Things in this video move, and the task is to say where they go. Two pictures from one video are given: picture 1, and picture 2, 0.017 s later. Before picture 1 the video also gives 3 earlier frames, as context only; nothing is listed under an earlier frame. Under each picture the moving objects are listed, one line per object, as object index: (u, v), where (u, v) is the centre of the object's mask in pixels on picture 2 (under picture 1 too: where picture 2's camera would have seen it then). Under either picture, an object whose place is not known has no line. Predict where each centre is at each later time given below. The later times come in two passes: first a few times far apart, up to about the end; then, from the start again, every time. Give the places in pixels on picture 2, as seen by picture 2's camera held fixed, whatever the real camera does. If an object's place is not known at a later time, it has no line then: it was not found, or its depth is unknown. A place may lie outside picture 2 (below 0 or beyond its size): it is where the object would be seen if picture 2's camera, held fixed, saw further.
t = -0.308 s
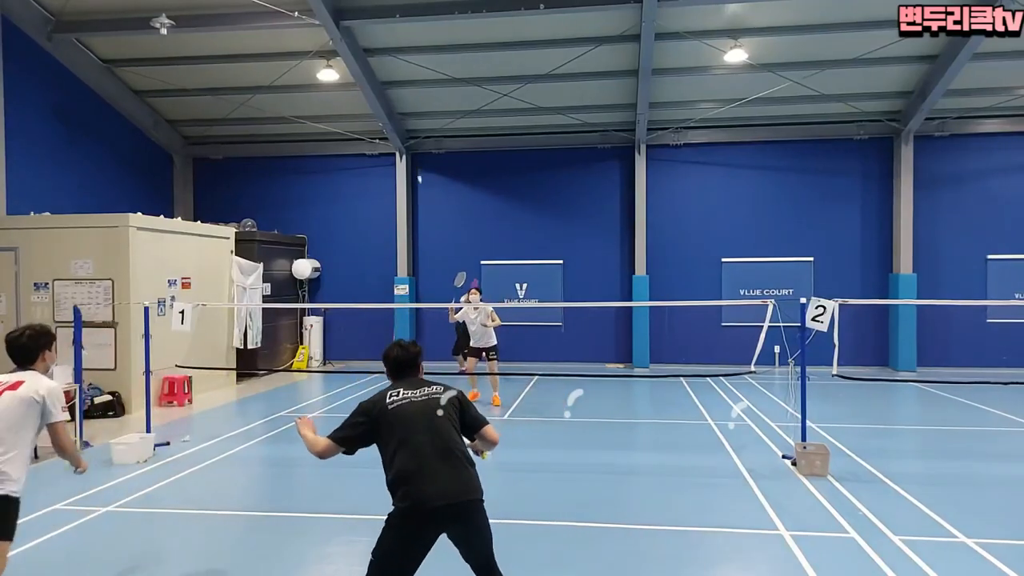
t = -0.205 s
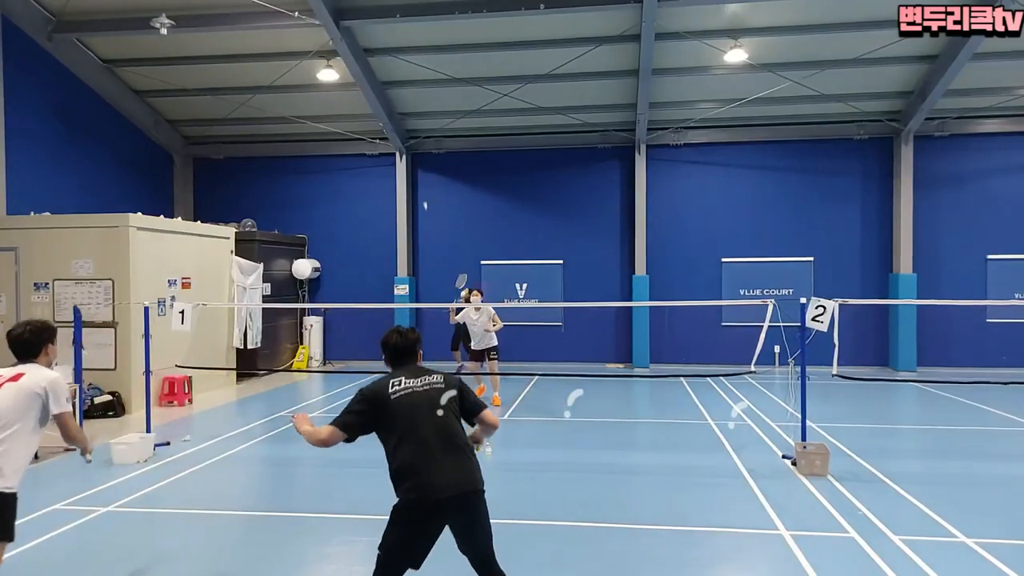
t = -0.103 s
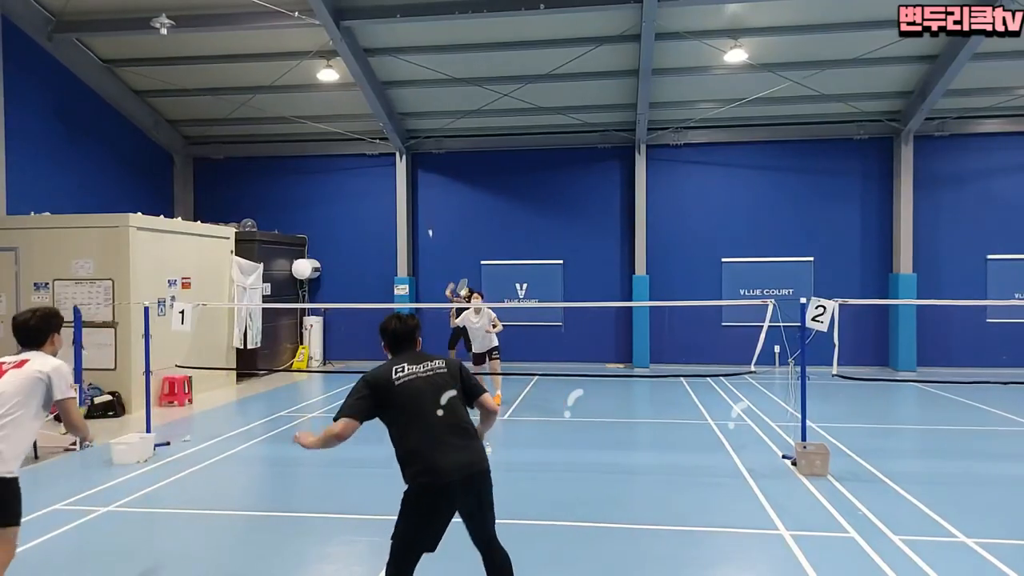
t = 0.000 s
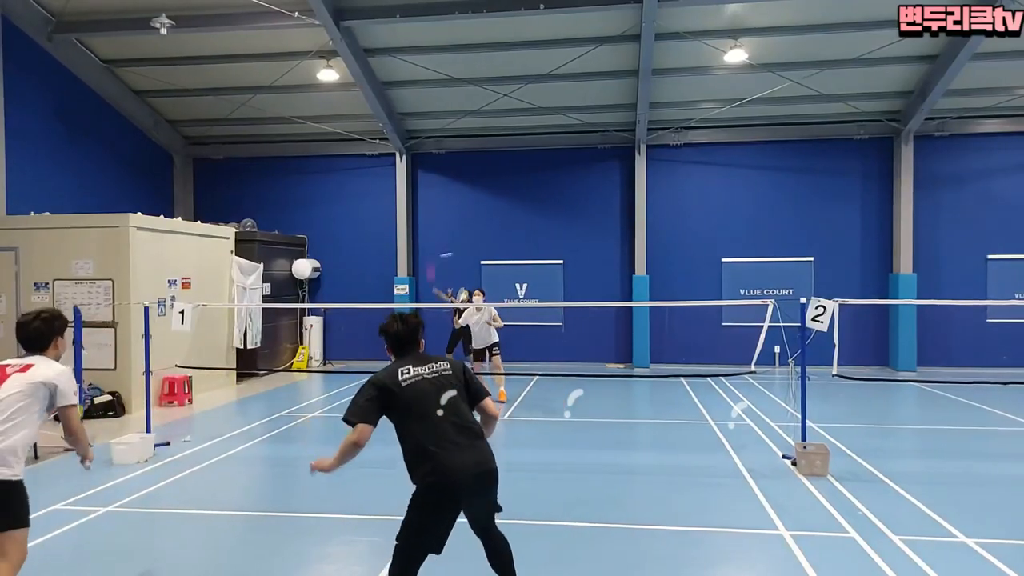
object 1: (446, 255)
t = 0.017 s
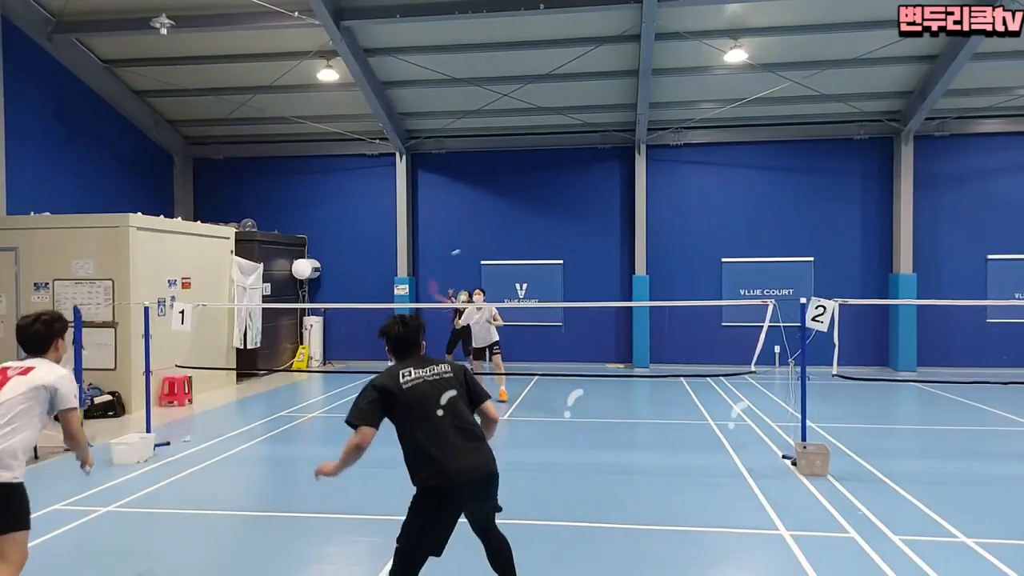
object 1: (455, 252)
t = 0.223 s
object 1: (534, 246)
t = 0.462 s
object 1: (615, 279)
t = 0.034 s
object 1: (462, 250)
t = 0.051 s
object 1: (469, 249)
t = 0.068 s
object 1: (477, 248)
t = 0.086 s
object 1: (483, 247)
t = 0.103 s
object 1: (490, 246)
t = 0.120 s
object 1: (496, 245)
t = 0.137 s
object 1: (503, 245)
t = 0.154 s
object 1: (509, 245)
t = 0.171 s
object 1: (516, 245)
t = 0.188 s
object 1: (522, 245)
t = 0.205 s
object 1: (528, 246)
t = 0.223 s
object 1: (534, 246)
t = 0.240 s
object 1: (540, 247)
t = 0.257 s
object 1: (546, 248)
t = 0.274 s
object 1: (552, 249)
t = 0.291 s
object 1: (558, 251)
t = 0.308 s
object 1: (564, 253)
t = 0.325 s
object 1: (569, 255)
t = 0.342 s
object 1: (574, 257)
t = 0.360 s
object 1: (580, 259)
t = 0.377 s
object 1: (586, 262)
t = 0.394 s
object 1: (592, 265)
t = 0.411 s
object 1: (598, 268)
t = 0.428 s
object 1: (604, 271)
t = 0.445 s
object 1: (610, 275)
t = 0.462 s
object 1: (615, 279)
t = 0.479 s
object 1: (621, 284)
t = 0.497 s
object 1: (627, 288)
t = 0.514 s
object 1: (632, 293)
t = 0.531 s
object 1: (638, 297)
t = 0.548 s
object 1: (645, 304)
